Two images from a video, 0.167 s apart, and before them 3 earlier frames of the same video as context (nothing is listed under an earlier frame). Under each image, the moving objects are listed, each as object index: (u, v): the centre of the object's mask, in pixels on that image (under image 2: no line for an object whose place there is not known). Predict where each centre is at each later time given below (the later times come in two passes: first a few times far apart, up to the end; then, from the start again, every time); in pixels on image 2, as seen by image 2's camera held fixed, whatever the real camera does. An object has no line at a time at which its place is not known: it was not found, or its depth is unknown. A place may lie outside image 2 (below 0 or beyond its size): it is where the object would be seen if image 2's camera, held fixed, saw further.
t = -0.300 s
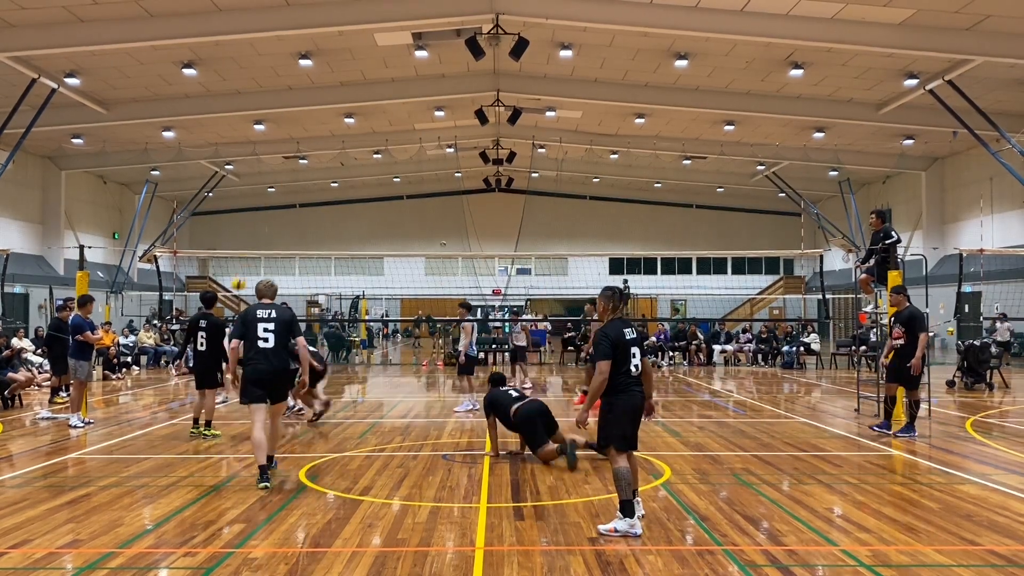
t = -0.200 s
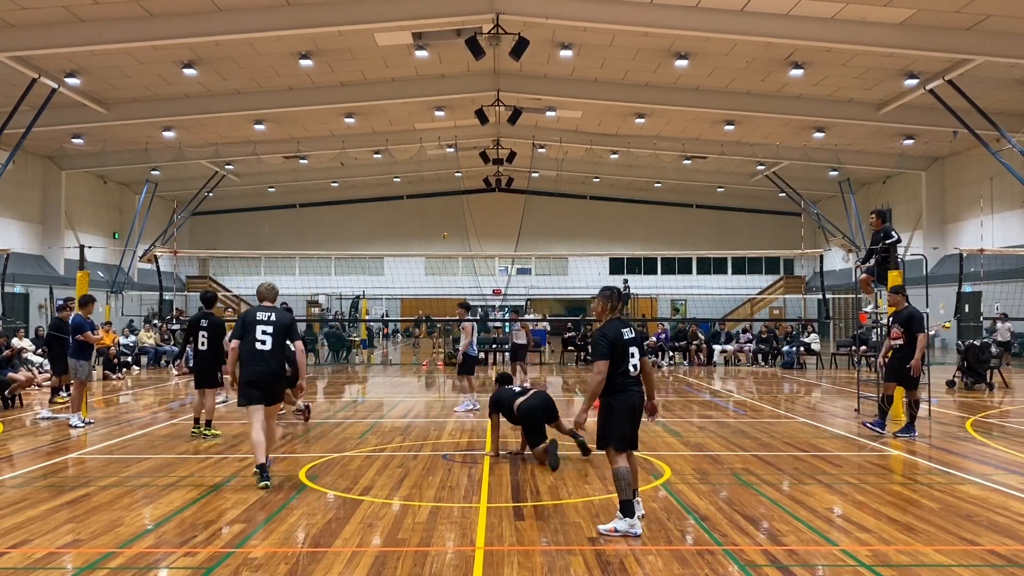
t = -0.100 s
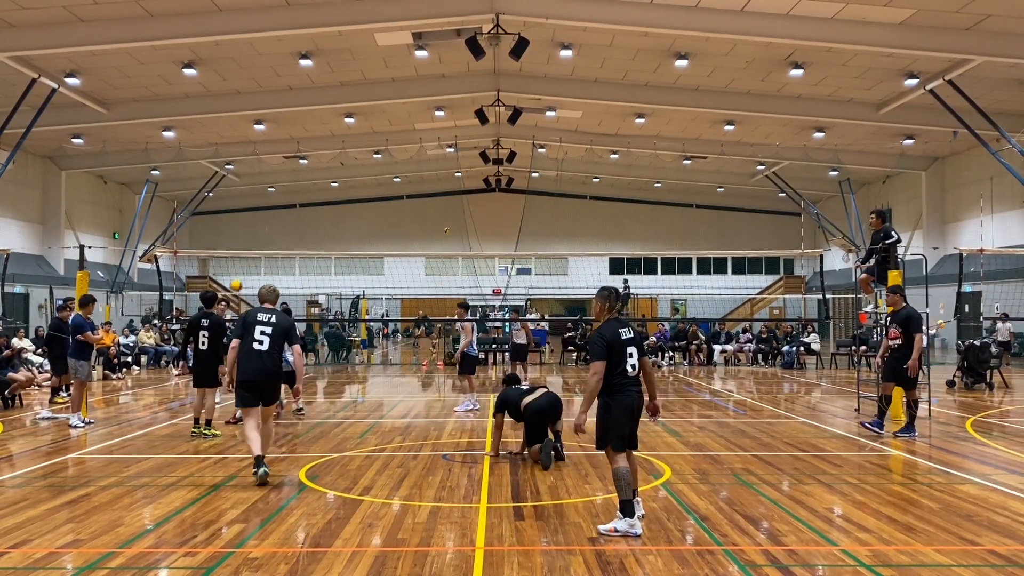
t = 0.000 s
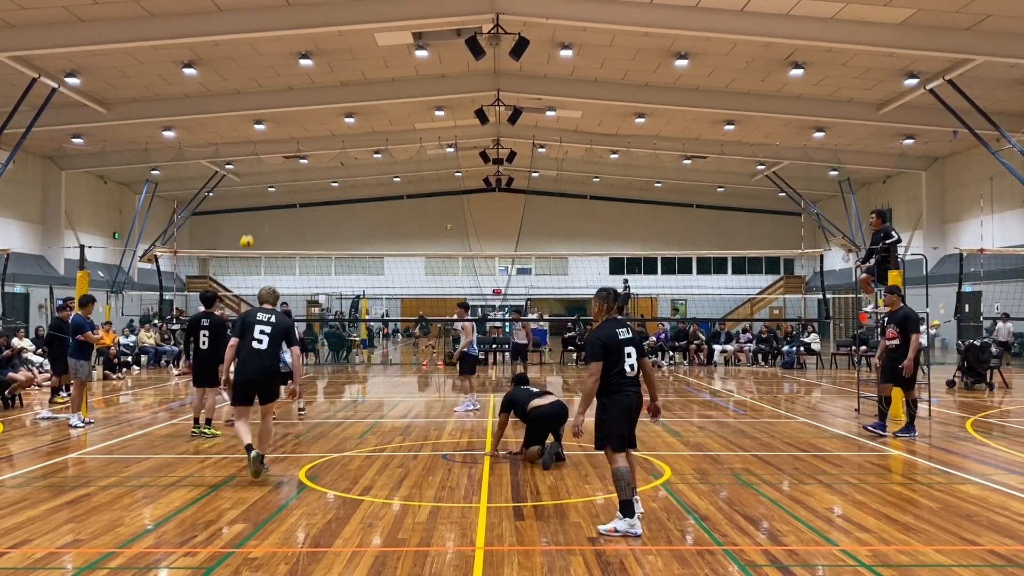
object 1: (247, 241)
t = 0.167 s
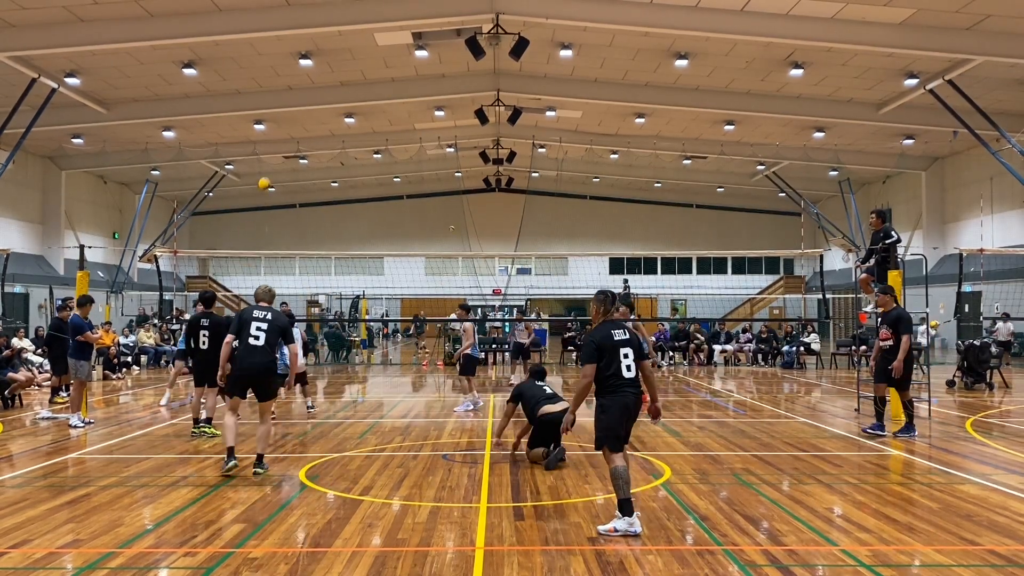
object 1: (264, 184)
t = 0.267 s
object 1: (275, 158)
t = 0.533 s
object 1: (303, 117)
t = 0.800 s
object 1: (332, 119)
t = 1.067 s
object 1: (360, 163)
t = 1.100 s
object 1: (363, 172)
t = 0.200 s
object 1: (267, 174)
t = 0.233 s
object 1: (271, 166)
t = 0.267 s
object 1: (275, 158)
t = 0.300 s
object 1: (279, 150)
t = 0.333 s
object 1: (282, 144)
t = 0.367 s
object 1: (285, 137)
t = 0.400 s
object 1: (289, 131)
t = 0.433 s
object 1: (292, 127)
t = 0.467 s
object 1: (296, 123)
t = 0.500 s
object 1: (299, 119)
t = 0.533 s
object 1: (303, 117)
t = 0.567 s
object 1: (307, 115)
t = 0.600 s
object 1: (310, 113)
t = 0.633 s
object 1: (314, 112)
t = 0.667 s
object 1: (317, 112)
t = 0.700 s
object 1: (321, 113)
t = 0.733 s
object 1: (325, 114)
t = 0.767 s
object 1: (328, 116)
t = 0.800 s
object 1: (332, 119)
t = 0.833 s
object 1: (335, 122)
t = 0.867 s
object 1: (338, 126)
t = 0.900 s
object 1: (343, 130)
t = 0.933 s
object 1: (346, 136)
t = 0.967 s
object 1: (349, 142)
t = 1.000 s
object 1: (352, 148)
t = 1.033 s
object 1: (356, 157)
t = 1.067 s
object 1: (360, 163)
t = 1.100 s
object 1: (363, 172)
